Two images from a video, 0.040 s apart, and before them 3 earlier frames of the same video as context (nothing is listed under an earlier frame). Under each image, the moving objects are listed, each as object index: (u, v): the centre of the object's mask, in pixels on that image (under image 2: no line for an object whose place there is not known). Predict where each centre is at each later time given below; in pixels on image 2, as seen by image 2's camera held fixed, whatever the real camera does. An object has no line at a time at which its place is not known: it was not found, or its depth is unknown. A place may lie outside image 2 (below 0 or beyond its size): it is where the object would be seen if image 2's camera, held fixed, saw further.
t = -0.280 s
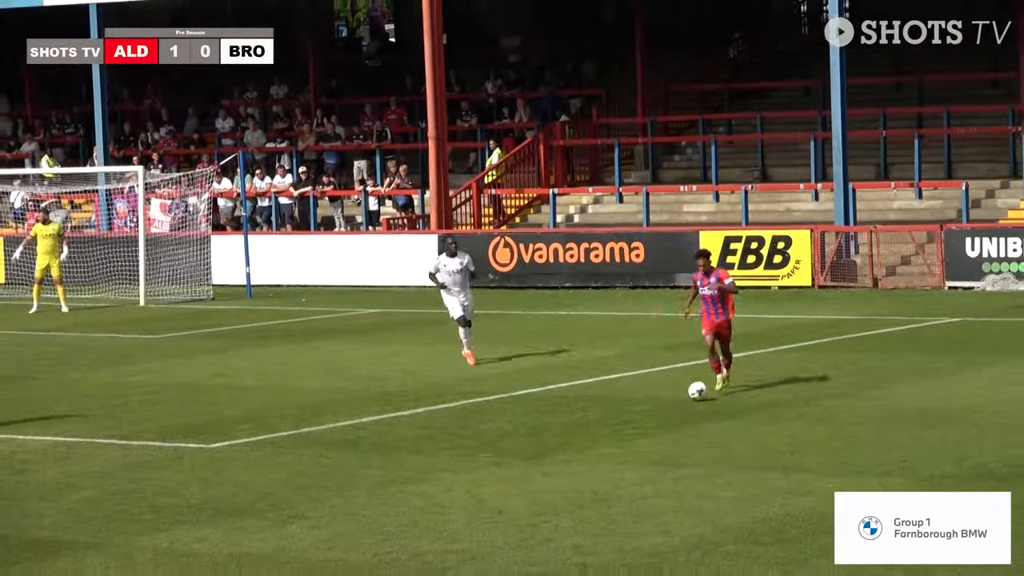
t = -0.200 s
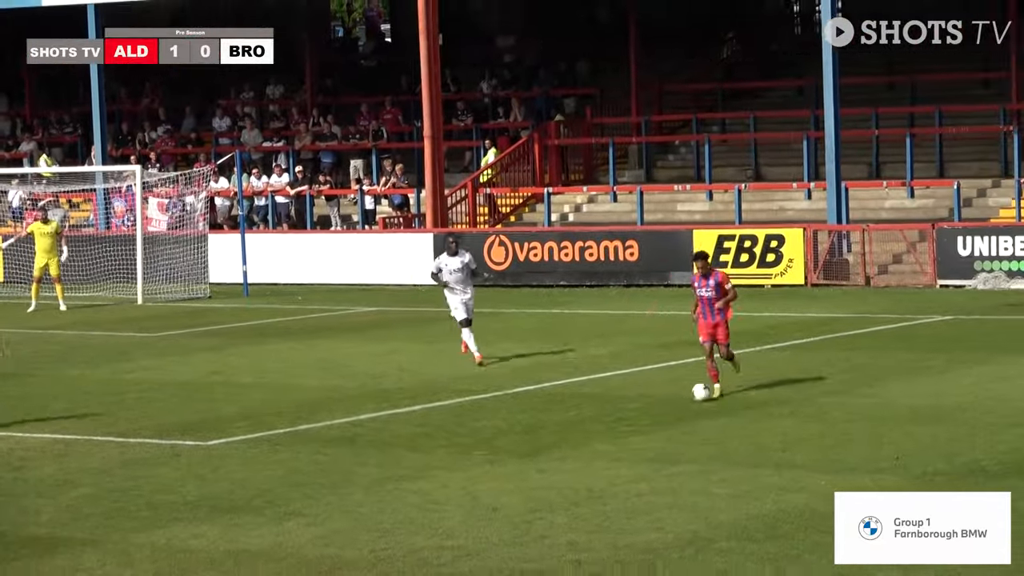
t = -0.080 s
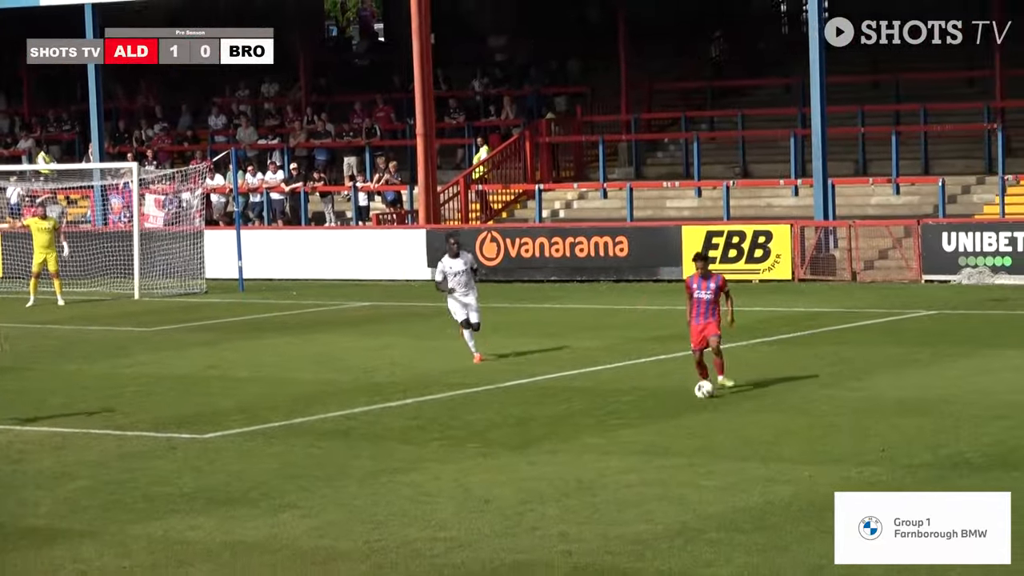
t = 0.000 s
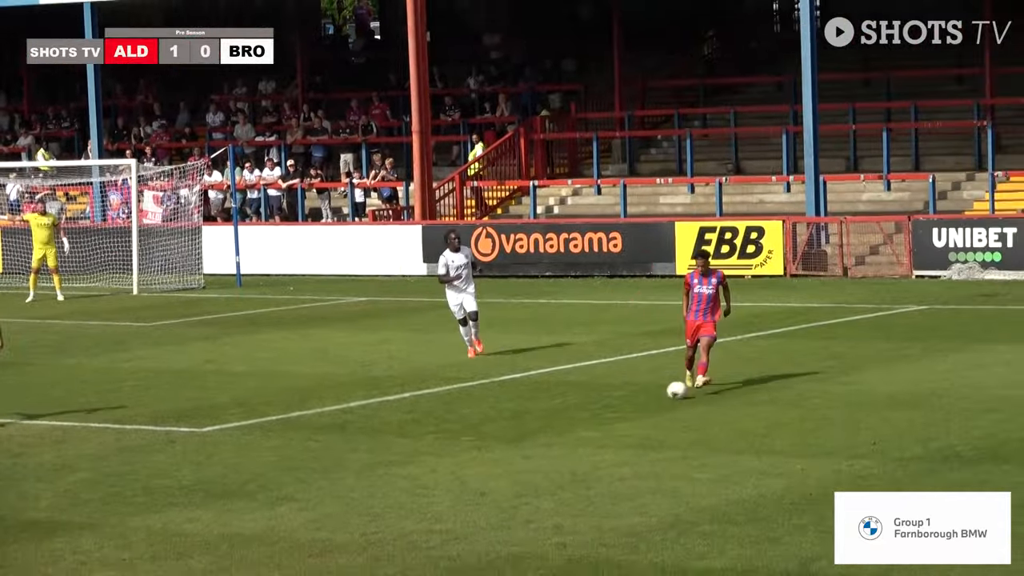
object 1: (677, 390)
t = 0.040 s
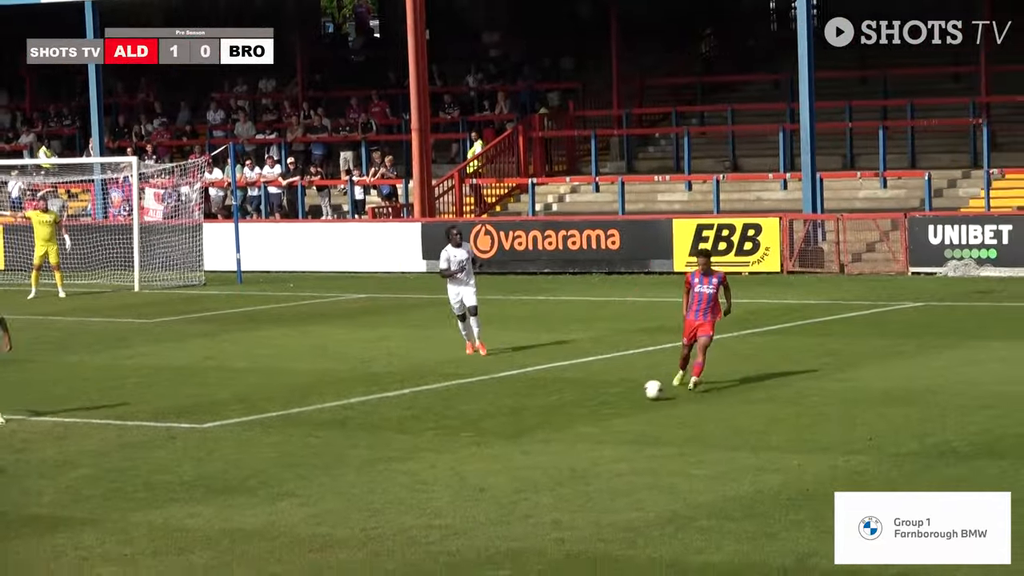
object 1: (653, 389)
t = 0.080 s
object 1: (632, 394)
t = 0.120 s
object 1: (610, 400)
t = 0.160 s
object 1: (588, 408)
